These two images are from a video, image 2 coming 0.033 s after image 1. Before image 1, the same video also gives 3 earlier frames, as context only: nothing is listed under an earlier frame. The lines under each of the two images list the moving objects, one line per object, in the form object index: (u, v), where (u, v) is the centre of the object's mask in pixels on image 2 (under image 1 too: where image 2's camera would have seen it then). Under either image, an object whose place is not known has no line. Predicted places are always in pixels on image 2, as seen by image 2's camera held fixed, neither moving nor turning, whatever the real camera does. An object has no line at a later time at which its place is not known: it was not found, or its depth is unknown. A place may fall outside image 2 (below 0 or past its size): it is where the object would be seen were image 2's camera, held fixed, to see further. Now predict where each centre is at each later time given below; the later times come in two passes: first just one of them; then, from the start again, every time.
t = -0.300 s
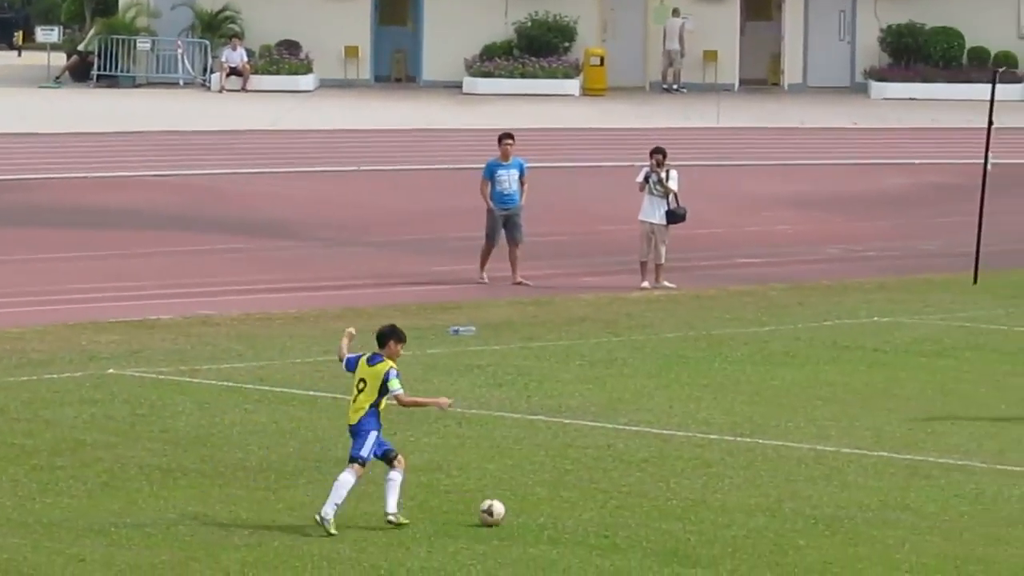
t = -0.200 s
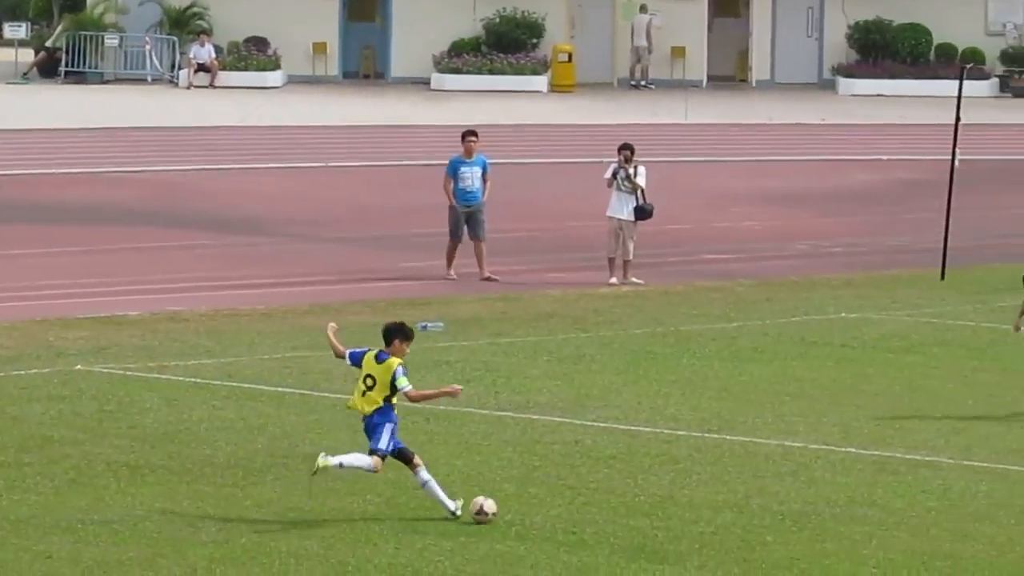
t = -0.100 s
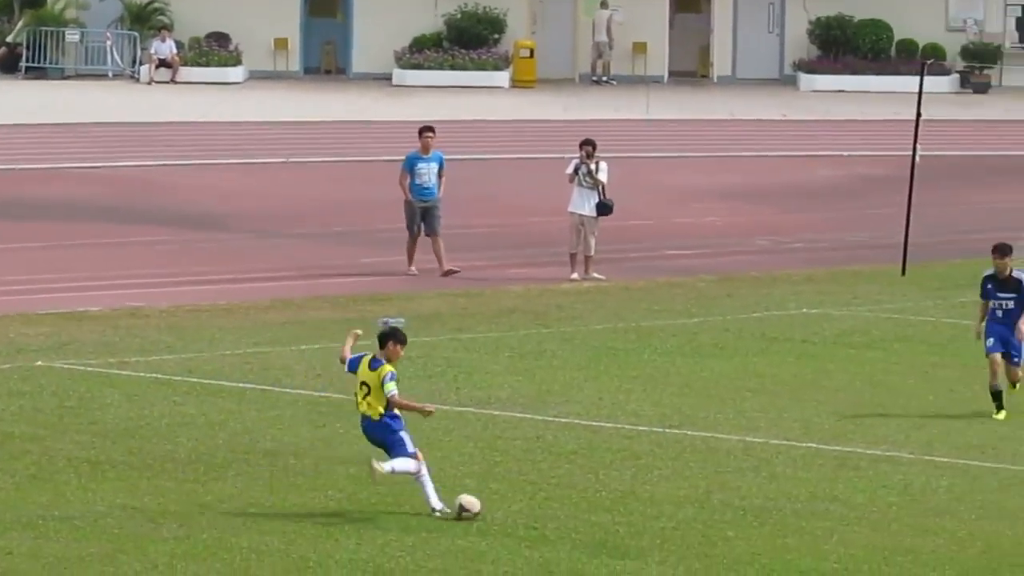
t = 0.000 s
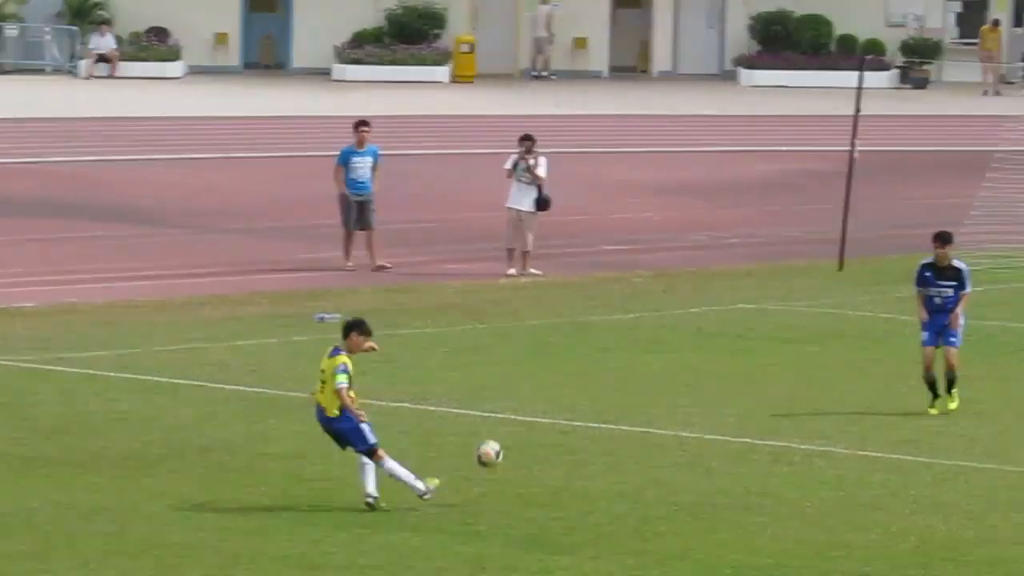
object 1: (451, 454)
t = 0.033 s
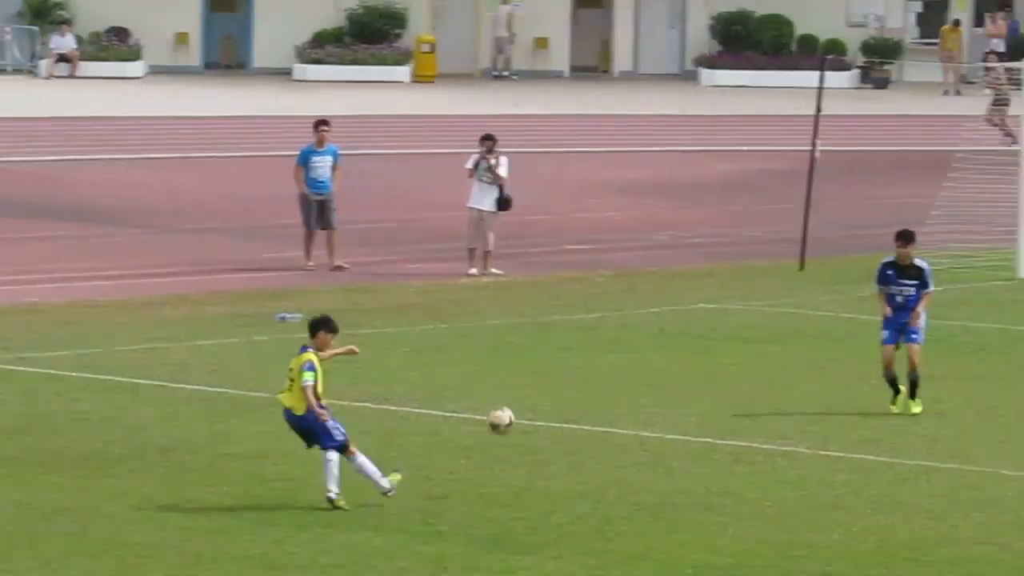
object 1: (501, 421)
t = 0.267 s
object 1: (814, 229)
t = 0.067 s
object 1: (550, 389)
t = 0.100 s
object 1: (597, 359)
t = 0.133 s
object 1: (644, 330)
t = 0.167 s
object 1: (688, 303)
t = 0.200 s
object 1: (731, 276)
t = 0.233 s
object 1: (772, 252)
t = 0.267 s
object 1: (814, 229)
